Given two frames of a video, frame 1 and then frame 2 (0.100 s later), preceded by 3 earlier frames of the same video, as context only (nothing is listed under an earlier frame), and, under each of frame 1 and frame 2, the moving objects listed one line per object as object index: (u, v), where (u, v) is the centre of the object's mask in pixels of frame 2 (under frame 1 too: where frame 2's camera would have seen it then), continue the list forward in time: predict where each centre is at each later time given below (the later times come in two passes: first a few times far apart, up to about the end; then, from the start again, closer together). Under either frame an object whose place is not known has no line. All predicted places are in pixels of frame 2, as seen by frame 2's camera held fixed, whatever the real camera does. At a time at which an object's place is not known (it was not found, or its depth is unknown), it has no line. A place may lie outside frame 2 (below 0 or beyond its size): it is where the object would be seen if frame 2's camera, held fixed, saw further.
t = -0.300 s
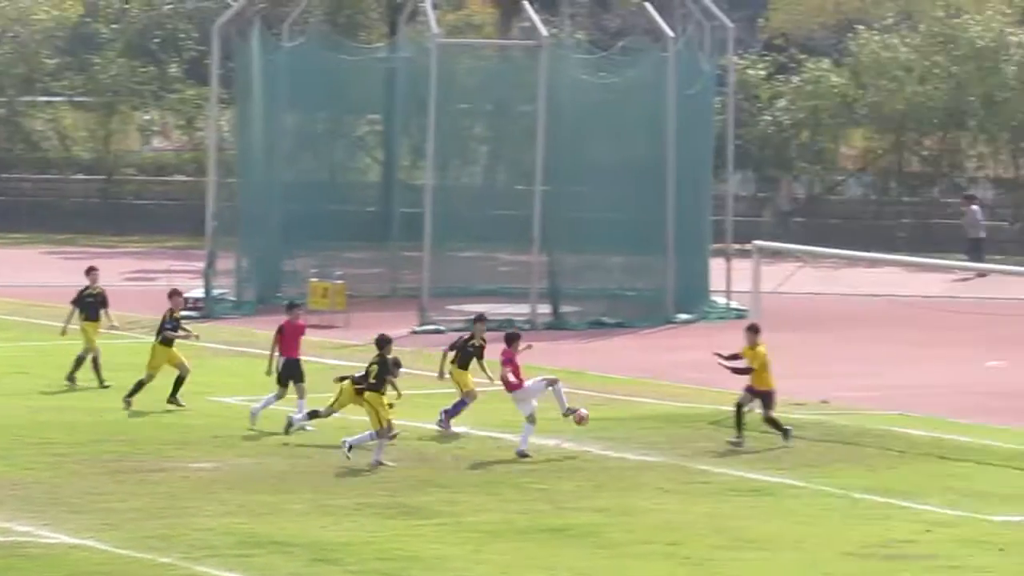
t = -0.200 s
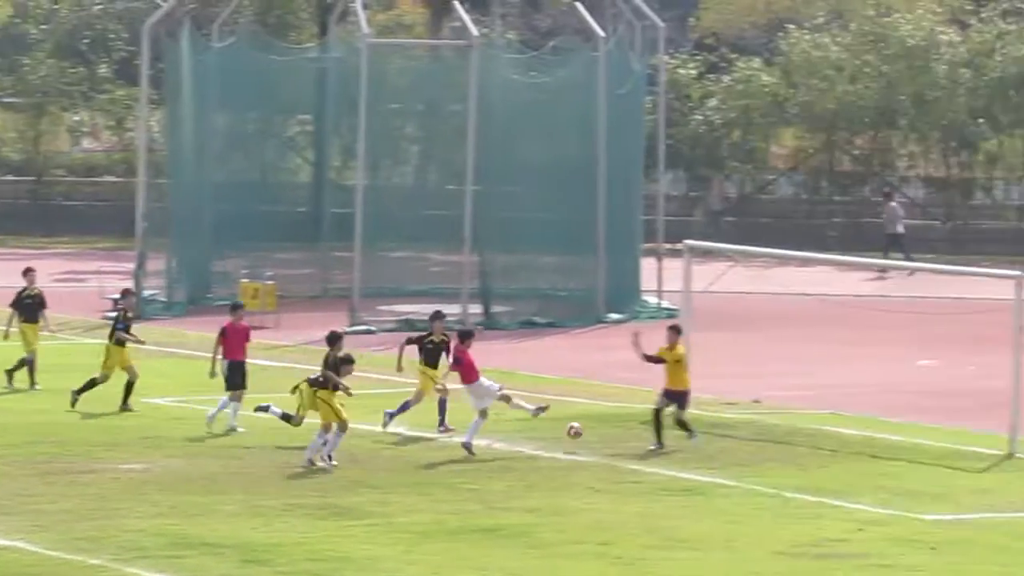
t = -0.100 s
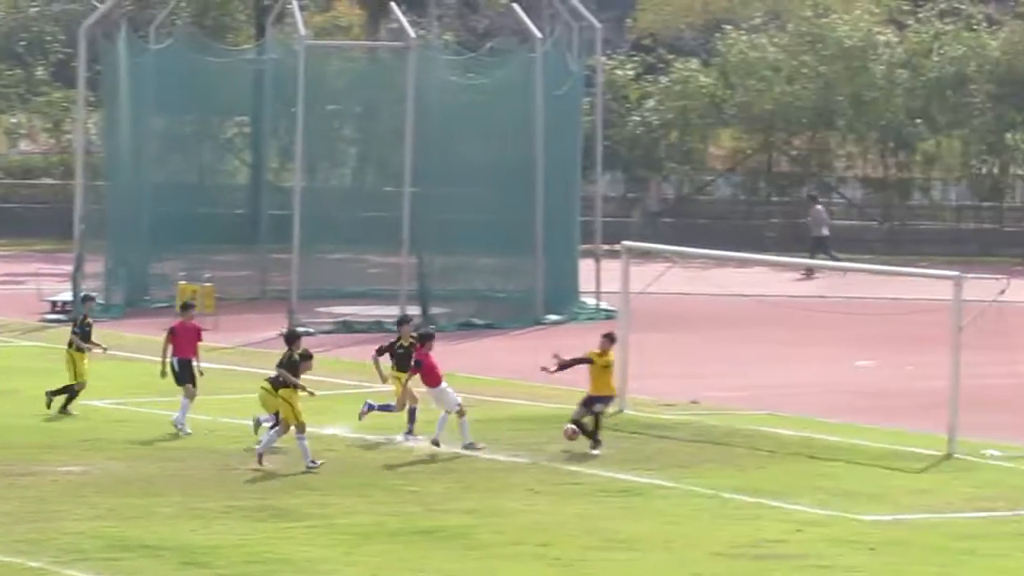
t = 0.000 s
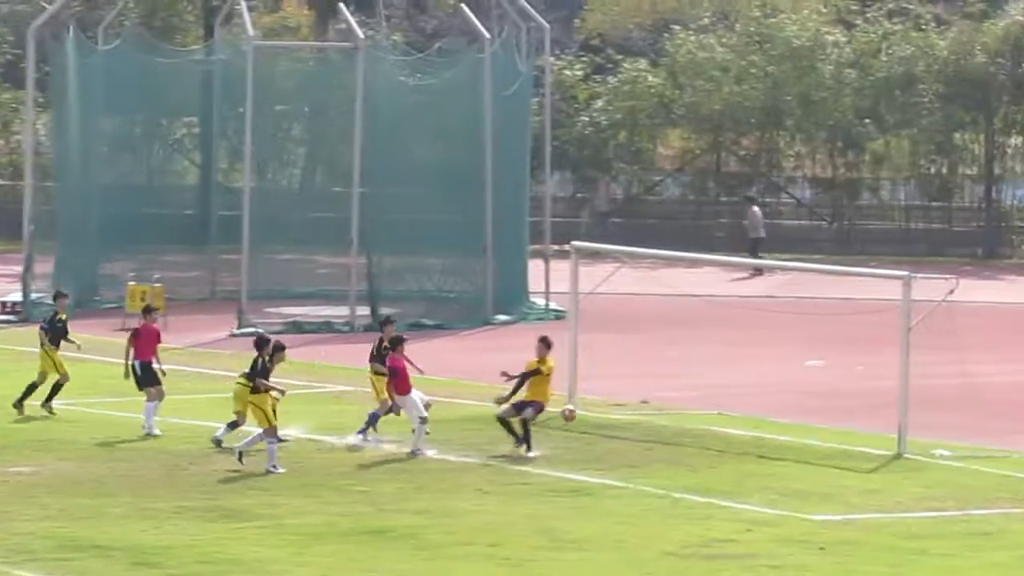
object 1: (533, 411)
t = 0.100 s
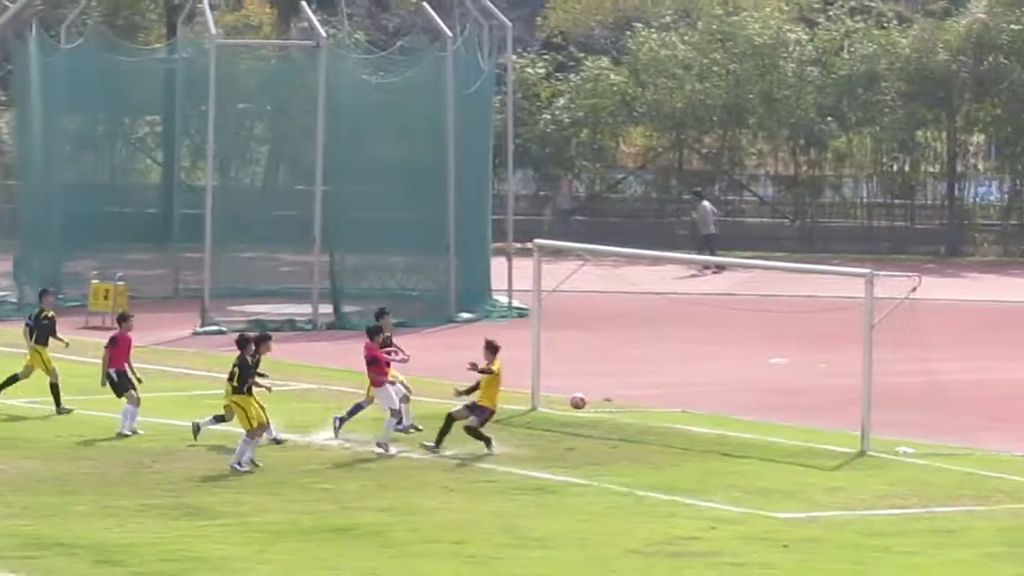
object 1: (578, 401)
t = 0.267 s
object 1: (653, 404)
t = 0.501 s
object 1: (753, 421)
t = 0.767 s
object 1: (856, 397)
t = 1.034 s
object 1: (906, 412)
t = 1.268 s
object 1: (913, 429)
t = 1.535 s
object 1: (903, 433)
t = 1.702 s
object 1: (902, 433)
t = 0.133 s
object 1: (592, 400)
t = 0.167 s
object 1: (607, 400)
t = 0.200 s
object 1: (622, 400)
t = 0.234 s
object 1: (637, 401)
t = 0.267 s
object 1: (653, 404)
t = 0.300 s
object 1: (667, 408)
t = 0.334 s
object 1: (682, 411)
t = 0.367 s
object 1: (696, 416)
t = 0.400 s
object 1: (710, 422)
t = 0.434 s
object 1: (725, 429)
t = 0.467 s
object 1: (739, 430)
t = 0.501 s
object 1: (753, 421)
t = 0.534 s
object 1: (767, 416)
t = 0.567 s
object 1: (781, 411)
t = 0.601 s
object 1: (794, 406)
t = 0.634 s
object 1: (808, 402)
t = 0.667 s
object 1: (822, 400)
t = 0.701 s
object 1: (834, 398)
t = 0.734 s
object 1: (846, 398)
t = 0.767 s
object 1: (856, 397)
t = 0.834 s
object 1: (876, 397)
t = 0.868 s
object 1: (881, 398)
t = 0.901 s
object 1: (888, 399)
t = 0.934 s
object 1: (893, 401)
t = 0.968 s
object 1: (898, 404)
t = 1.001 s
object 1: (903, 408)
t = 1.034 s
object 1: (906, 412)
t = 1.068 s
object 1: (909, 416)
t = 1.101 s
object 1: (912, 421)
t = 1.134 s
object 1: (913, 426)
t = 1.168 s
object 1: (913, 432)
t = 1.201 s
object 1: (913, 433)
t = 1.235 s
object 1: (914, 430)
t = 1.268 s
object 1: (913, 429)
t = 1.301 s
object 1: (913, 428)
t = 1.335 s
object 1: (912, 428)
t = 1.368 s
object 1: (910, 429)
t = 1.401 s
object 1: (909, 430)
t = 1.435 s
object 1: (907, 433)
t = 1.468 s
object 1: (905, 434)
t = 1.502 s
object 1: (905, 433)
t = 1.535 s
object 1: (903, 433)
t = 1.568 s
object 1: (902, 434)
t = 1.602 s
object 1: (902, 433)
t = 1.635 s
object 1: (902, 433)
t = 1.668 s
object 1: (902, 433)
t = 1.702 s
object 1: (902, 433)
